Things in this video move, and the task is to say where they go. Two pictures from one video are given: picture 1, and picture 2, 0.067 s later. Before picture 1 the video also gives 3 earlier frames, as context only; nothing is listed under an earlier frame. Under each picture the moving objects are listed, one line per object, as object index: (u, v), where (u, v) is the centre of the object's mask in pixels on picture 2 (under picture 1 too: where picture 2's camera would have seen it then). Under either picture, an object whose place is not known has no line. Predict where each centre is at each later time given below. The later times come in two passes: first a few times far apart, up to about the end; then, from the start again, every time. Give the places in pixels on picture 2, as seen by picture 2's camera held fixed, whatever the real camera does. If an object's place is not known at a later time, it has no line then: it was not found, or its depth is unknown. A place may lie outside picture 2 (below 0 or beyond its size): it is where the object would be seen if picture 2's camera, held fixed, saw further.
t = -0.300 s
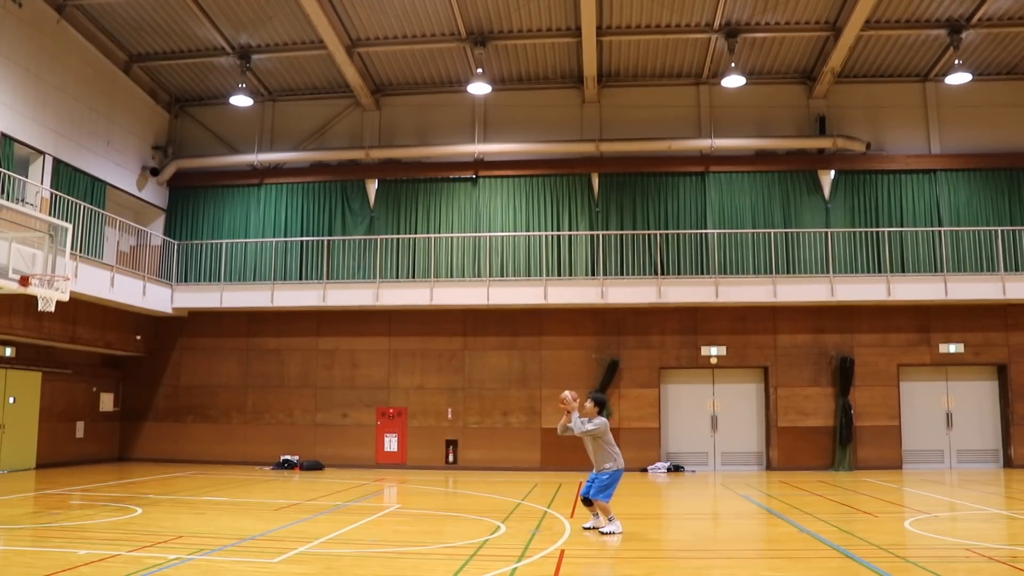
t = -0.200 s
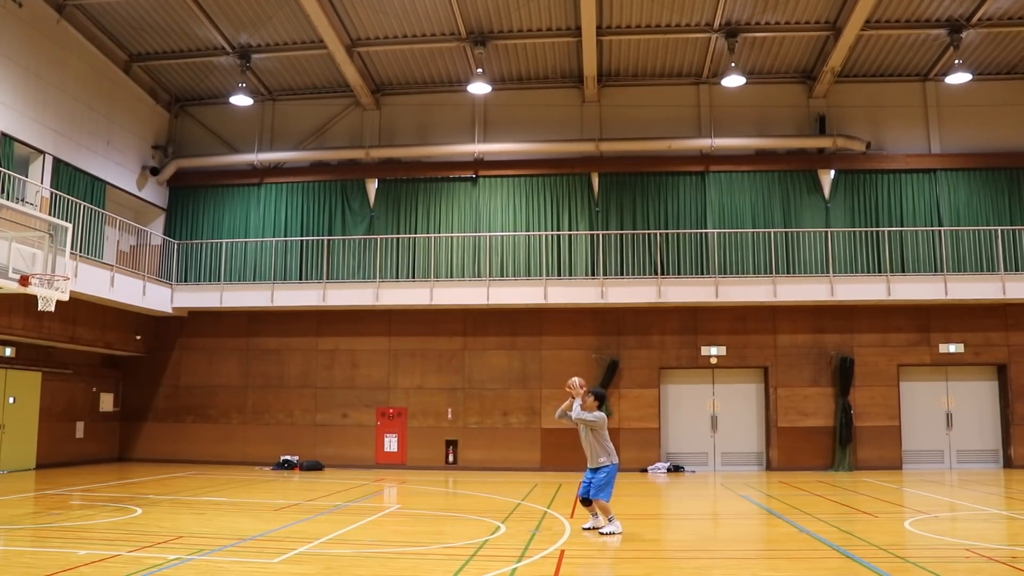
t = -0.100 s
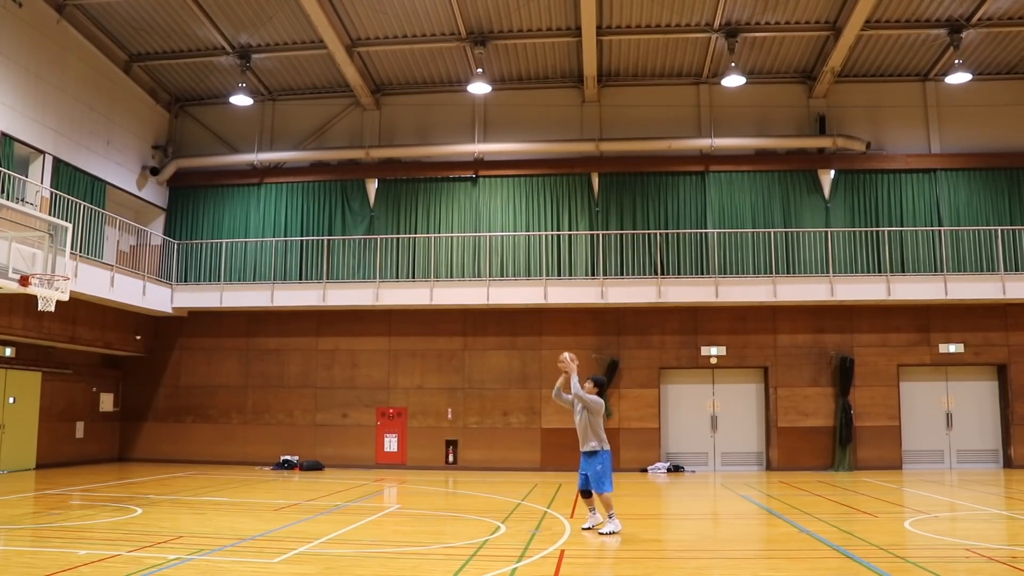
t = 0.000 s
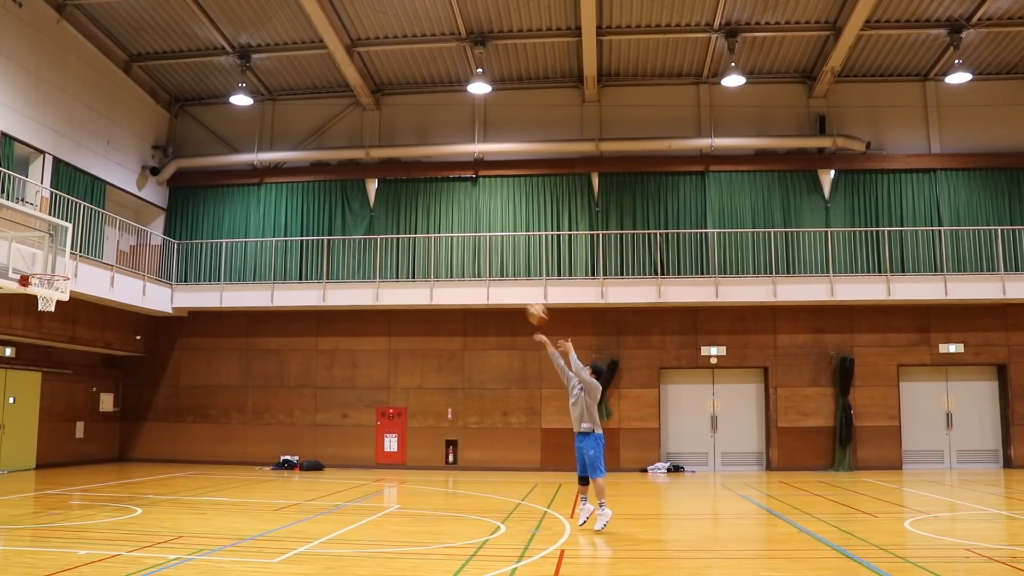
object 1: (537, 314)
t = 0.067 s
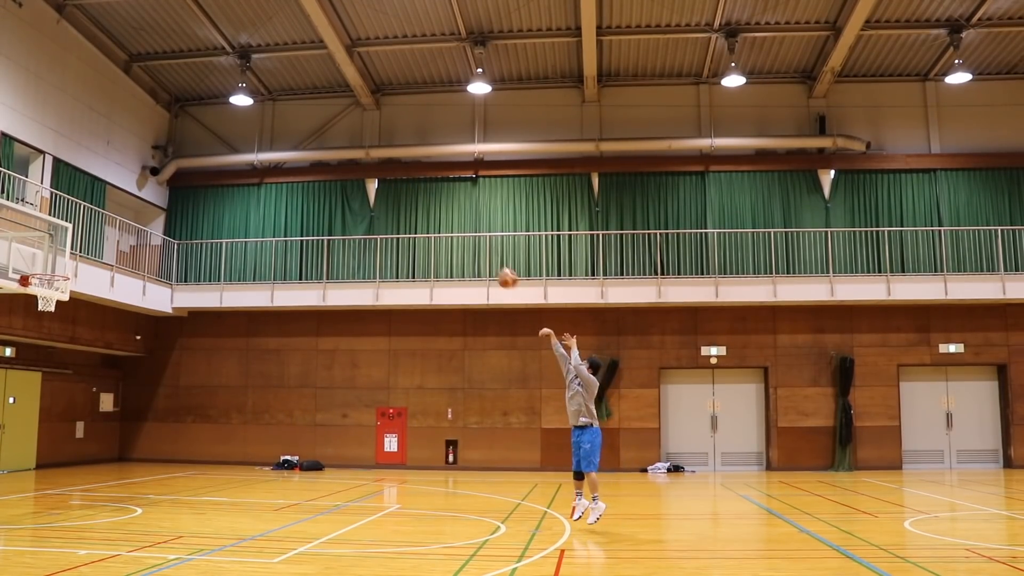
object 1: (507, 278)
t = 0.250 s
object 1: (429, 204)
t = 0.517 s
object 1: (324, 147)
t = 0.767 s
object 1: (230, 144)
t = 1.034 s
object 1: (134, 188)
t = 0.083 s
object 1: (500, 270)
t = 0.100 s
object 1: (493, 262)
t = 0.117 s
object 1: (486, 255)
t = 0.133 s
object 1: (478, 248)
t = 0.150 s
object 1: (472, 241)
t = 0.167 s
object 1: (465, 234)
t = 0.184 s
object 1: (457, 227)
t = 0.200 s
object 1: (450, 221)
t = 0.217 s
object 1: (444, 216)
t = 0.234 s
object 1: (436, 210)
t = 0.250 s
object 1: (429, 204)
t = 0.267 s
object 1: (422, 199)
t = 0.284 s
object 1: (416, 194)
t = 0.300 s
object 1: (409, 190)
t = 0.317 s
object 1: (402, 185)
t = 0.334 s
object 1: (395, 181)
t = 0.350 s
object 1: (389, 177)
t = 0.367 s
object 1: (382, 173)
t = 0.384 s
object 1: (375, 169)
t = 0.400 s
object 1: (369, 166)
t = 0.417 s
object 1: (362, 162)
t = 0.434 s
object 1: (356, 159)
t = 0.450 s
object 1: (349, 157)
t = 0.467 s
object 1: (342, 154)
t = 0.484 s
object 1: (337, 152)
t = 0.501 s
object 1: (330, 150)
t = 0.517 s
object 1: (324, 147)
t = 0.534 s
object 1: (317, 146)
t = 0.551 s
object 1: (311, 144)
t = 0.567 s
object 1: (305, 143)
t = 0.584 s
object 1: (299, 142)
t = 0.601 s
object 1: (292, 141)
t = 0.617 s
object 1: (286, 140)
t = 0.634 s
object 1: (280, 140)
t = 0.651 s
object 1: (273, 140)
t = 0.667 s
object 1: (266, 140)
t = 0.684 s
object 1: (261, 140)
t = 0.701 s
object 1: (255, 140)
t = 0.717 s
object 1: (249, 141)
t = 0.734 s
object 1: (243, 142)
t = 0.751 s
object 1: (237, 143)
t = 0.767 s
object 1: (230, 144)
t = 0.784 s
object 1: (224, 145)
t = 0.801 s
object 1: (219, 146)
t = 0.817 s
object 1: (212, 148)
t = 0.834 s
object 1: (206, 150)
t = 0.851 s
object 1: (200, 152)
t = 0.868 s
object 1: (194, 154)
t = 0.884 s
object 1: (188, 157)
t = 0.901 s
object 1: (182, 159)
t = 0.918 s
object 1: (175, 163)
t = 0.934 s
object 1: (170, 166)
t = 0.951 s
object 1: (164, 170)
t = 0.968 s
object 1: (157, 173)
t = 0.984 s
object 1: (152, 176)
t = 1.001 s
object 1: (146, 180)
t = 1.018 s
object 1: (140, 184)
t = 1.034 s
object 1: (134, 188)
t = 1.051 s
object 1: (128, 192)
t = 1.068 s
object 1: (121, 197)
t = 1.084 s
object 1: (116, 202)
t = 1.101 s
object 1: (110, 206)
